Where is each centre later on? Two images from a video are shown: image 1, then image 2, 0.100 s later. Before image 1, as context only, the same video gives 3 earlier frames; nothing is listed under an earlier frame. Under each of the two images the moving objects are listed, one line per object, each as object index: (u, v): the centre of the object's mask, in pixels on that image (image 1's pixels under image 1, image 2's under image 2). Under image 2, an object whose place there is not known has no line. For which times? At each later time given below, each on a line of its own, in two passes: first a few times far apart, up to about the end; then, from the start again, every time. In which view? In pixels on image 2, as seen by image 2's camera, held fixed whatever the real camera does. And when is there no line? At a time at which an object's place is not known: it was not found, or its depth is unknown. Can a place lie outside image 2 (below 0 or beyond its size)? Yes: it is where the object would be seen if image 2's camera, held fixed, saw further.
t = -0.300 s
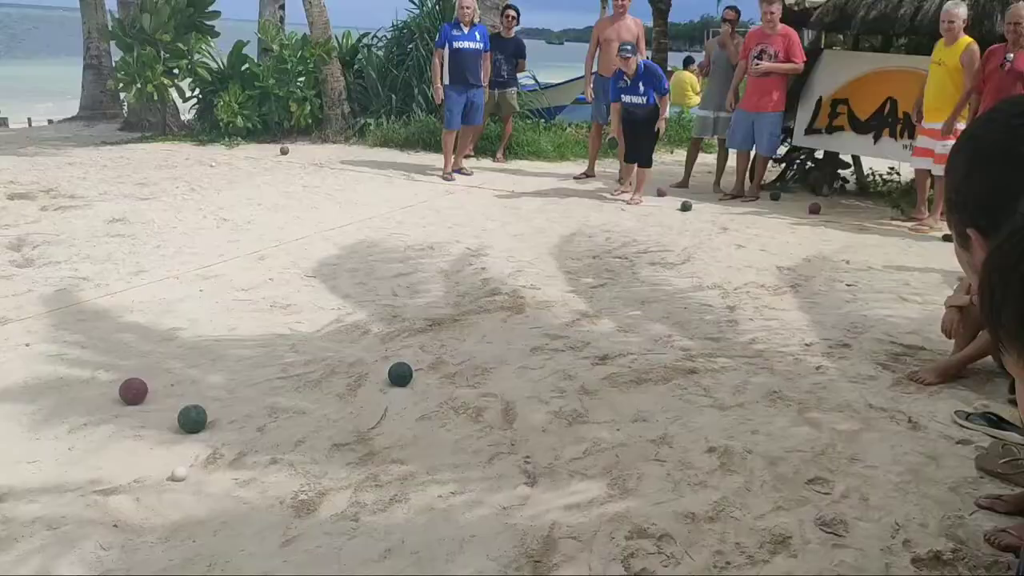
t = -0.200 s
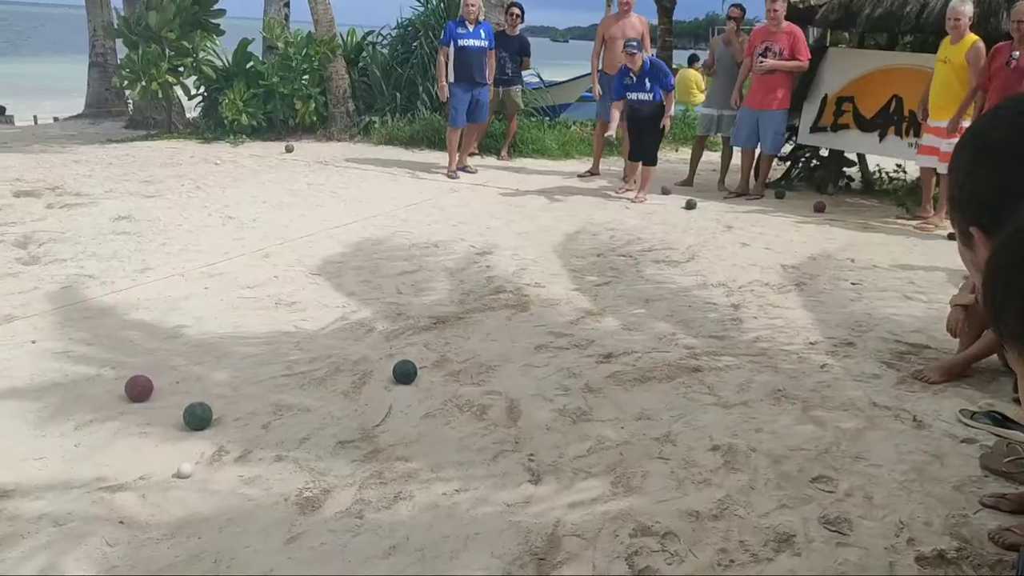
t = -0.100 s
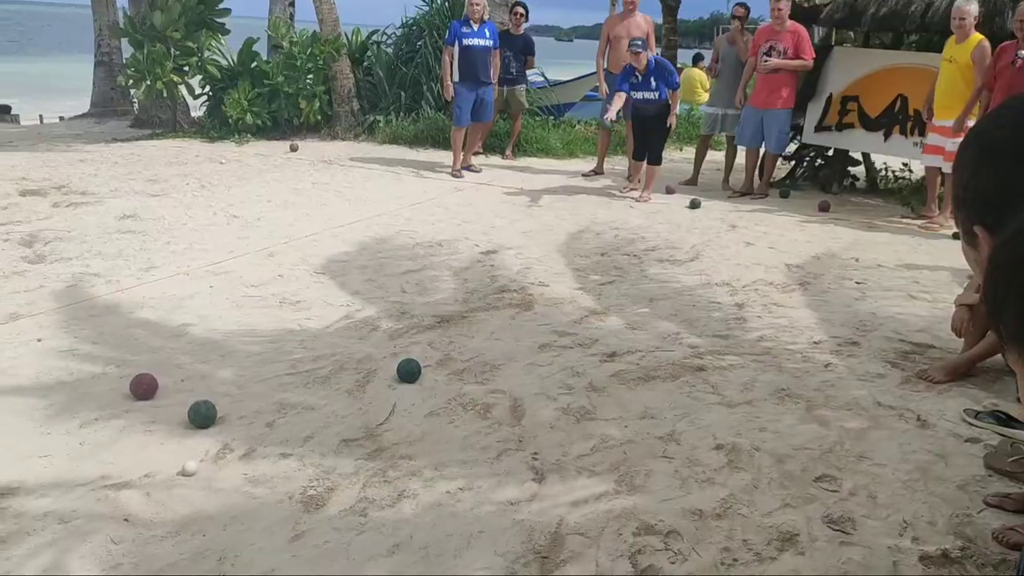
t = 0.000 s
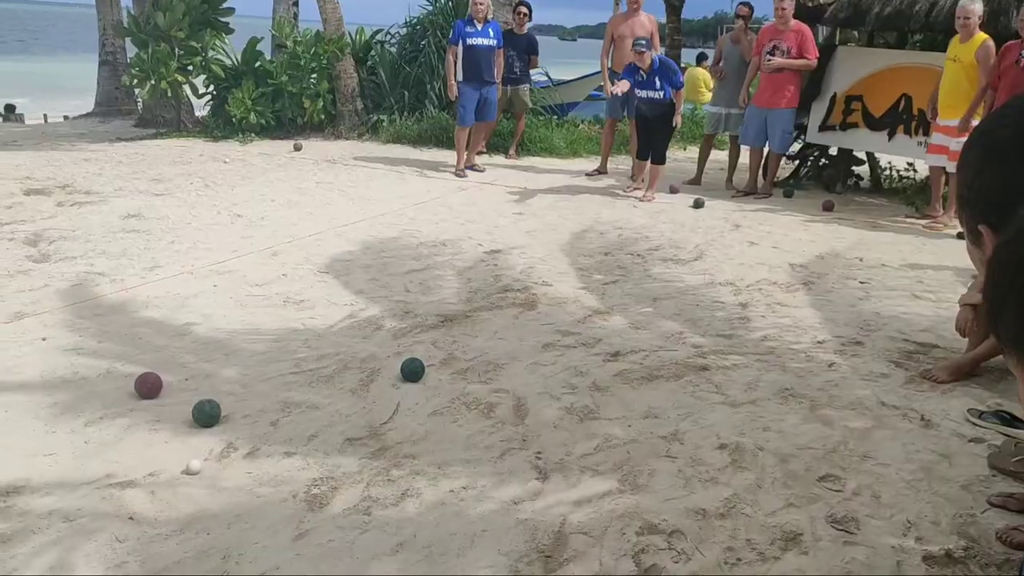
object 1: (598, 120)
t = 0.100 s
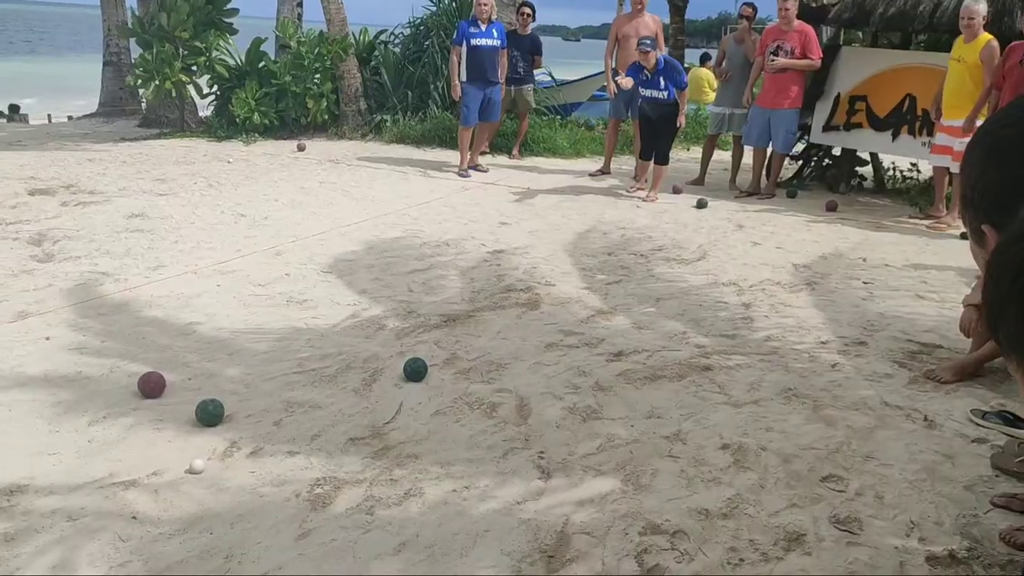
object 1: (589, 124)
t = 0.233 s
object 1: (569, 158)
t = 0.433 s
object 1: (527, 268)
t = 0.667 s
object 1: (488, 292)
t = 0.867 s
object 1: (457, 312)
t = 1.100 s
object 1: (418, 331)
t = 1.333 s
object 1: (372, 355)
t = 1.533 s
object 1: (333, 367)
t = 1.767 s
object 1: (289, 383)
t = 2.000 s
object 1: (248, 393)
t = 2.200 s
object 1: (217, 394)
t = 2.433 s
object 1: (191, 399)
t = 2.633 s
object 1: (184, 401)
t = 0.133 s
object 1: (584, 129)
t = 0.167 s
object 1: (581, 136)
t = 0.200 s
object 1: (575, 146)
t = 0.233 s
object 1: (569, 158)
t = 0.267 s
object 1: (563, 171)
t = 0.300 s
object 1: (556, 187)
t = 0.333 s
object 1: (550, 204)
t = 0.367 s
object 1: (542, 225)
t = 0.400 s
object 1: (535, 249)
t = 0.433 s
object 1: (527, 268)
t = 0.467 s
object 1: (522, 266)
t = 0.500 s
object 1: (517, 266)
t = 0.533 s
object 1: (510, 277)
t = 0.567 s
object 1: (505, 282)
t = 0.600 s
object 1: (499, 286)
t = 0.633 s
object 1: (493, 289)
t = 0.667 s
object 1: (488, 292)
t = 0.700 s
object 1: (482, 299)
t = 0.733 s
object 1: (476, 304)
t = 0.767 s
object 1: (472, 305)
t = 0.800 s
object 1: (467, 308)
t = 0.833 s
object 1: (462, 311)
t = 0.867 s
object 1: (457, 312)
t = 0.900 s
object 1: (453, 314)
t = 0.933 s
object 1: (448, 318)
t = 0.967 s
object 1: (442, 322)
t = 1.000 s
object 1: (436, 325)
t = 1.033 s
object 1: (430, 327)
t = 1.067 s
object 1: (424, 329)
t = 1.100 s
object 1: (418, 331)
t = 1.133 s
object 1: (411, 336)
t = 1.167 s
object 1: (405, 339)
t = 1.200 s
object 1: (399, 341)
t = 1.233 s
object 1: (392, 343)
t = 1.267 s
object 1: (386, 346)
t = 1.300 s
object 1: (379, 351)
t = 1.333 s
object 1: (372, 355)
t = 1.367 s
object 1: (365, 358)
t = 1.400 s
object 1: (357, 360)
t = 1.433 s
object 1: (351, 361)
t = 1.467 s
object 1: (345, 362)
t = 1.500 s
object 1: (339, 364)
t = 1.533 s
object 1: (333, 367)
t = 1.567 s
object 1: (326, 371)
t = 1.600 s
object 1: (320, 373)
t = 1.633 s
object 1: (313, 376)
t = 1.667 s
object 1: (307, 379)
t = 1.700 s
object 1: (301, 380)
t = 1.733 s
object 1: (295, 382)
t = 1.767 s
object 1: (289, 383)
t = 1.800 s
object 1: (283, 385)
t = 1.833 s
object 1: (277, 387)
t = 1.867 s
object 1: (271, 388)
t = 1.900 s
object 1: (265, 389)
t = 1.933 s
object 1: (259, 390)
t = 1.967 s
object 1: (254, 391)
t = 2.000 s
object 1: (248, 393)
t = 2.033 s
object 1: (243, 394)
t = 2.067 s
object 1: (237, 396)
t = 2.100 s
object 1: (231, 397)
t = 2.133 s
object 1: (226, 398)
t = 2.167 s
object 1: (222, 396)
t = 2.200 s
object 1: (217, 394)
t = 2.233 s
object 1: (212, 394)
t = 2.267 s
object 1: (207, 394)
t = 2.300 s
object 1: (203, 395)
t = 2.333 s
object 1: (199, 396)
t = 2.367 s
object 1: (195, 397)
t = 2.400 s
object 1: (193, 398)
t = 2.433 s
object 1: (191, 399)
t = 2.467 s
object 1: (189, 400)
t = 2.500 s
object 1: (187, 400)
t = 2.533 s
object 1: (186, 401)
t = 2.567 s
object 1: (185, 401)
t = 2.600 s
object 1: (184, 401)
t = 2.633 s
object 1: (184, 401)
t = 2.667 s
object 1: (184, 401)
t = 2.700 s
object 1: (184, 401)
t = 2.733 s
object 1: (184, 401)
